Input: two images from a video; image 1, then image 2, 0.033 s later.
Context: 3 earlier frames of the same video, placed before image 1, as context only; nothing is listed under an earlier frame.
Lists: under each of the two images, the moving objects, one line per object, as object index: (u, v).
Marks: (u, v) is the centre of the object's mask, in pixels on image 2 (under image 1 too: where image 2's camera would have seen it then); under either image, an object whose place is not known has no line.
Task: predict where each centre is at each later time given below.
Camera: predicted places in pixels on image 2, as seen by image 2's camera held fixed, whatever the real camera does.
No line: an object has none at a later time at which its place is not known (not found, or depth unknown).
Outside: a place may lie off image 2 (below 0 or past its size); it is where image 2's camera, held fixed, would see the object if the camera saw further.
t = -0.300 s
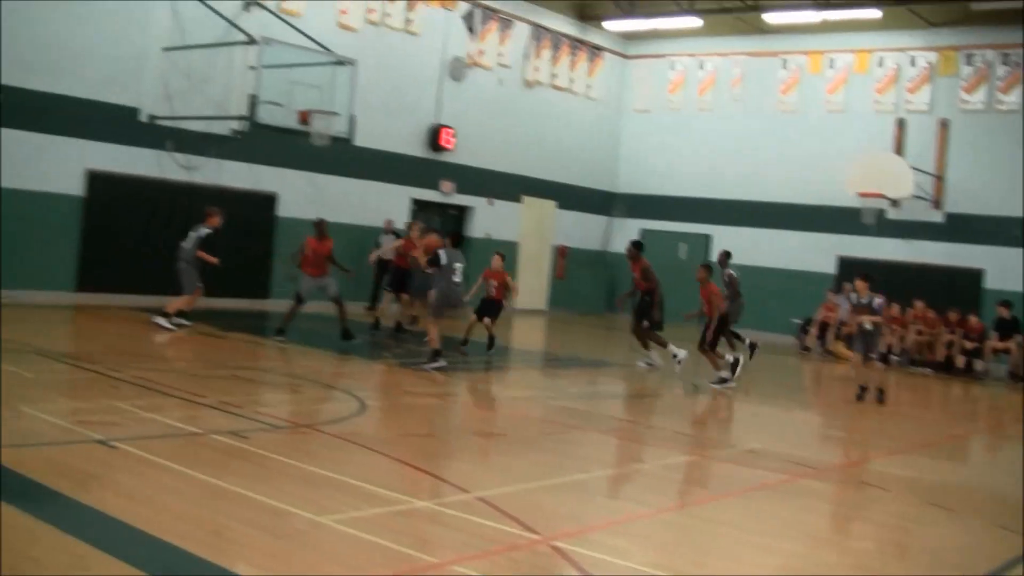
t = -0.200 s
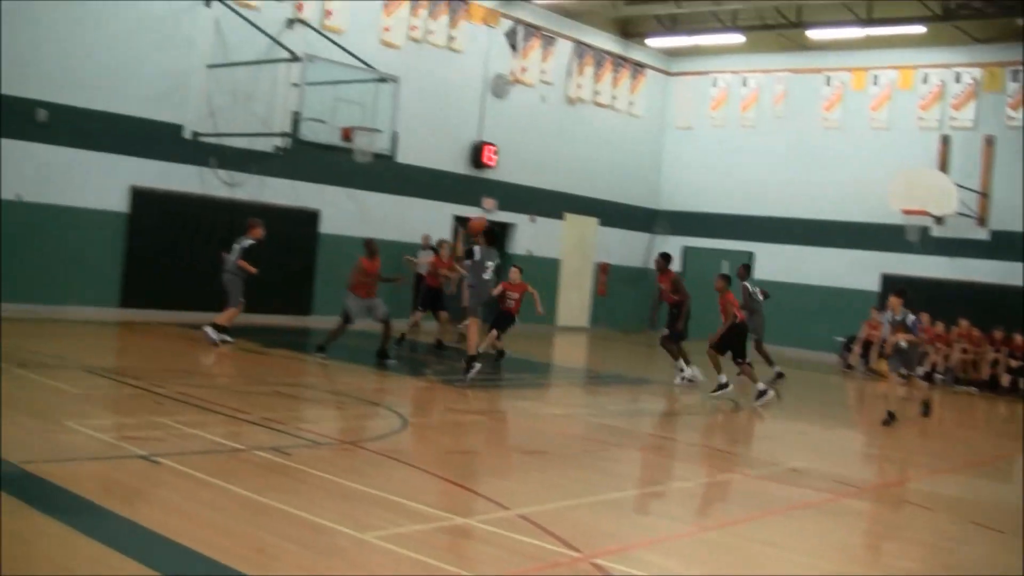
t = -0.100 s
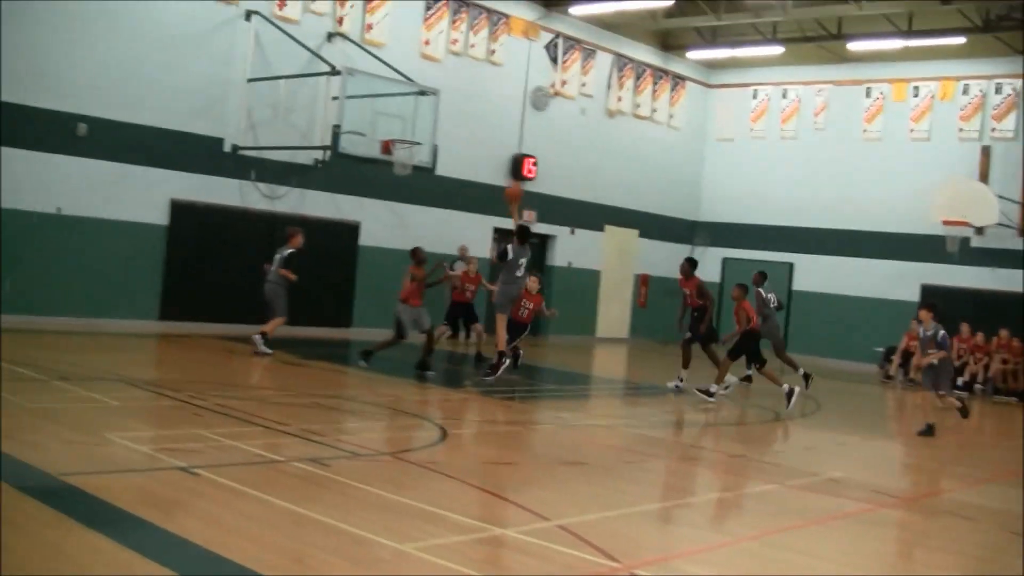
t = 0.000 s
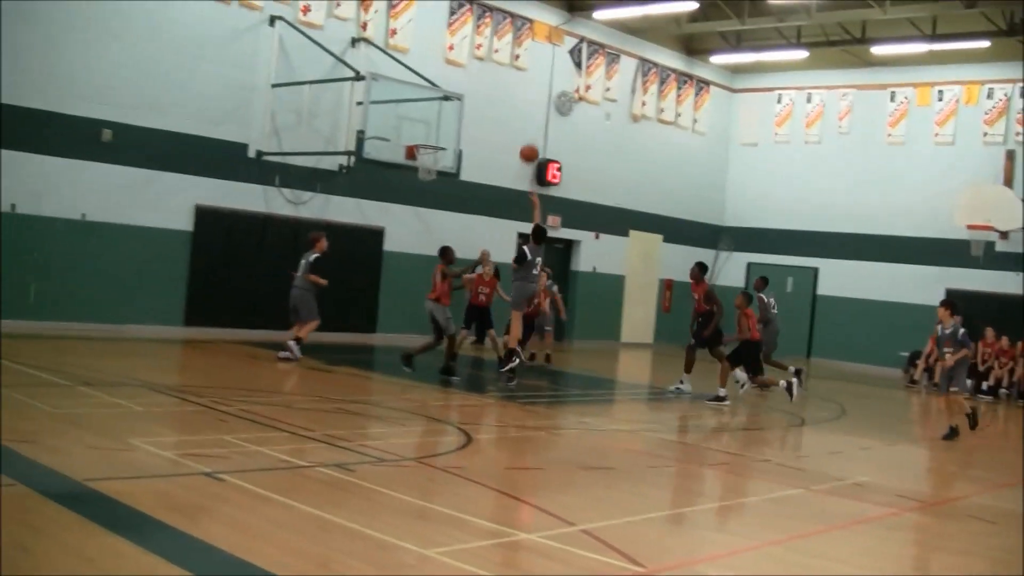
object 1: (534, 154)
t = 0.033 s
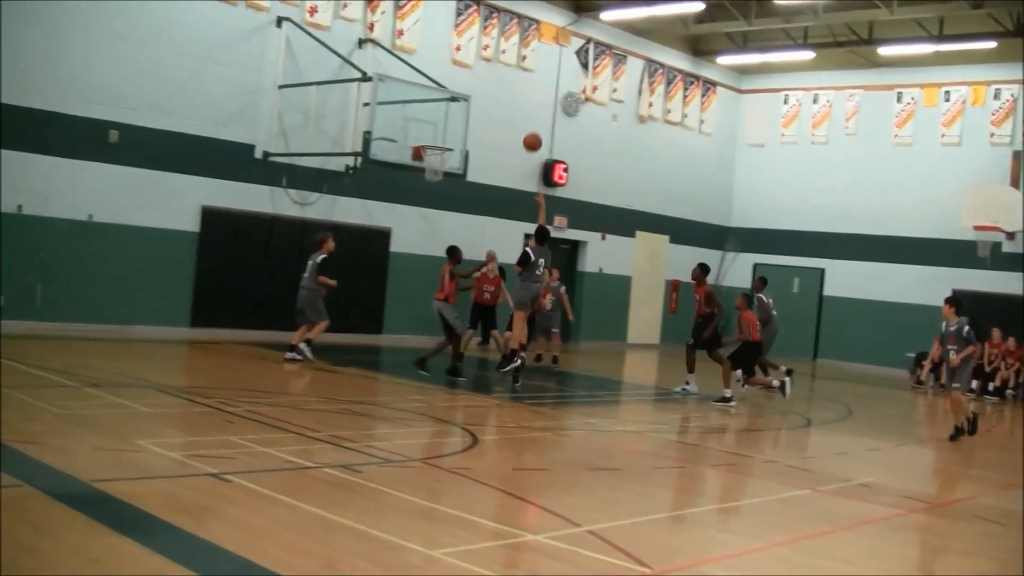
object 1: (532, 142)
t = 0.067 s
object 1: (530, 131)
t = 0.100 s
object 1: (529, 121)
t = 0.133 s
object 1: (525, 112)
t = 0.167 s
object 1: (526, 104)
